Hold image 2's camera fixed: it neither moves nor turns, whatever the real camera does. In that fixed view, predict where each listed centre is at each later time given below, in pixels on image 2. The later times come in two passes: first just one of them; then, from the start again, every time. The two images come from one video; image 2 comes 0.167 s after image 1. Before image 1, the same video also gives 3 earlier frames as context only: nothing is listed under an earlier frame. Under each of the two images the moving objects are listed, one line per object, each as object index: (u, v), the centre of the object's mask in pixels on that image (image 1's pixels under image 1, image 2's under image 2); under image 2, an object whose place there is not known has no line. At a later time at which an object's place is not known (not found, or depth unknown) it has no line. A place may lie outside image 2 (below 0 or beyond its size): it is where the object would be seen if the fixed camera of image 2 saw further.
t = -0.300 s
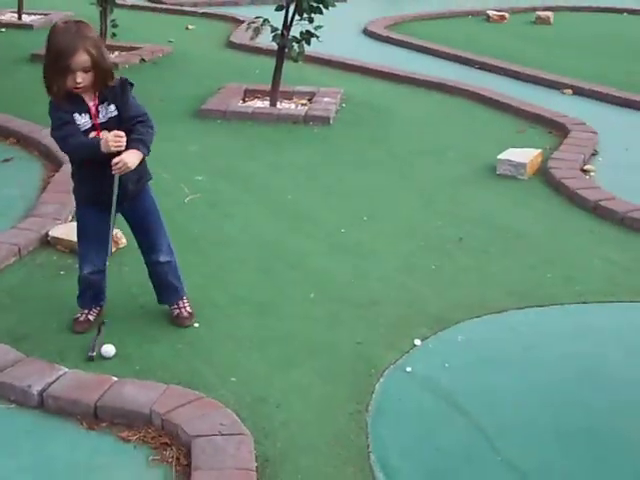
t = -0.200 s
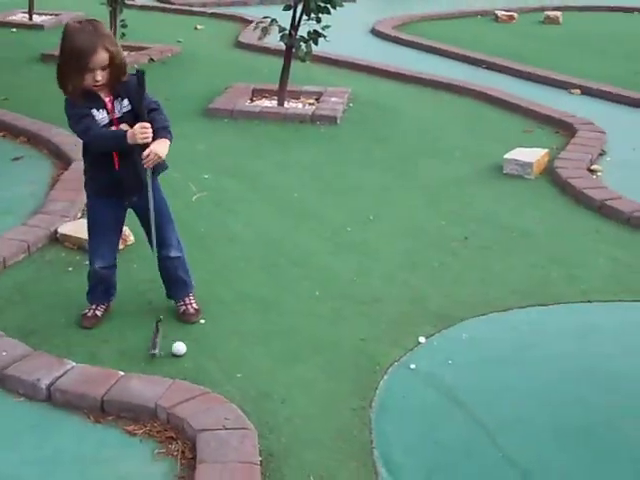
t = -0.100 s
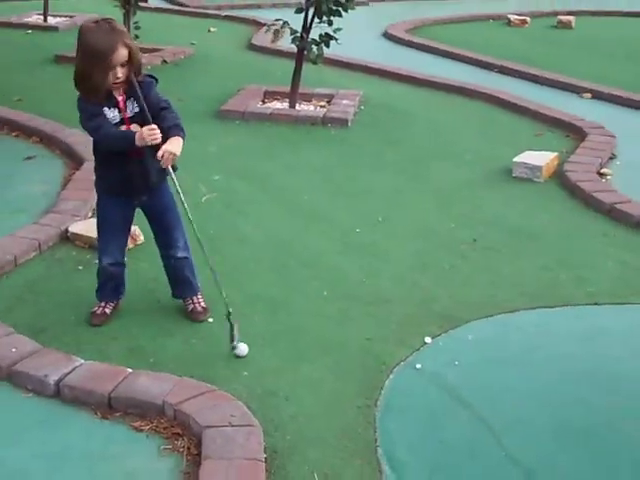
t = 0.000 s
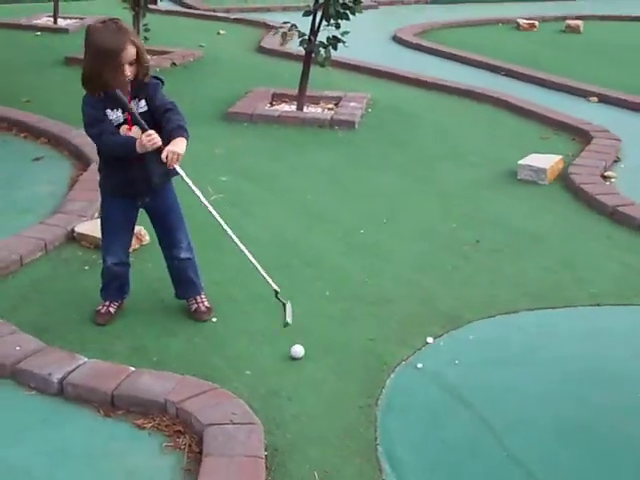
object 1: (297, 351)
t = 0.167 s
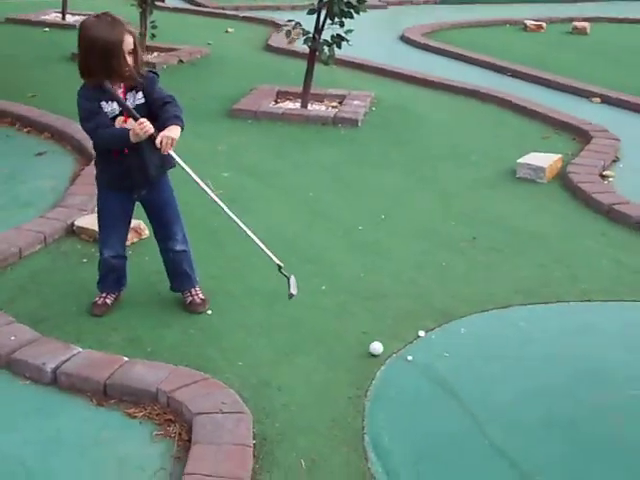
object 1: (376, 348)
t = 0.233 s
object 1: (408, 344)
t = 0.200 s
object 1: (392, 349)
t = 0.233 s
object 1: (408, 344)
